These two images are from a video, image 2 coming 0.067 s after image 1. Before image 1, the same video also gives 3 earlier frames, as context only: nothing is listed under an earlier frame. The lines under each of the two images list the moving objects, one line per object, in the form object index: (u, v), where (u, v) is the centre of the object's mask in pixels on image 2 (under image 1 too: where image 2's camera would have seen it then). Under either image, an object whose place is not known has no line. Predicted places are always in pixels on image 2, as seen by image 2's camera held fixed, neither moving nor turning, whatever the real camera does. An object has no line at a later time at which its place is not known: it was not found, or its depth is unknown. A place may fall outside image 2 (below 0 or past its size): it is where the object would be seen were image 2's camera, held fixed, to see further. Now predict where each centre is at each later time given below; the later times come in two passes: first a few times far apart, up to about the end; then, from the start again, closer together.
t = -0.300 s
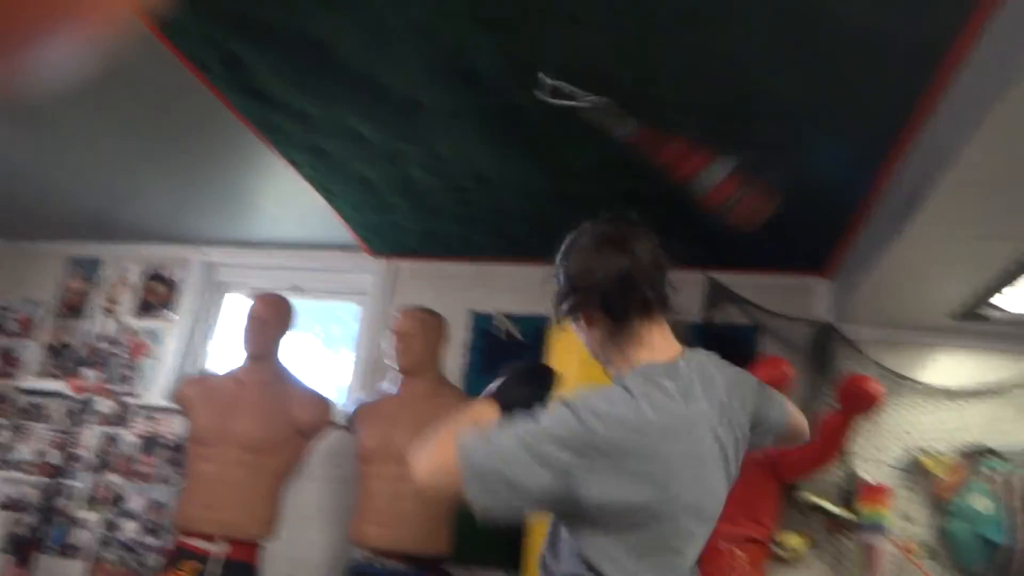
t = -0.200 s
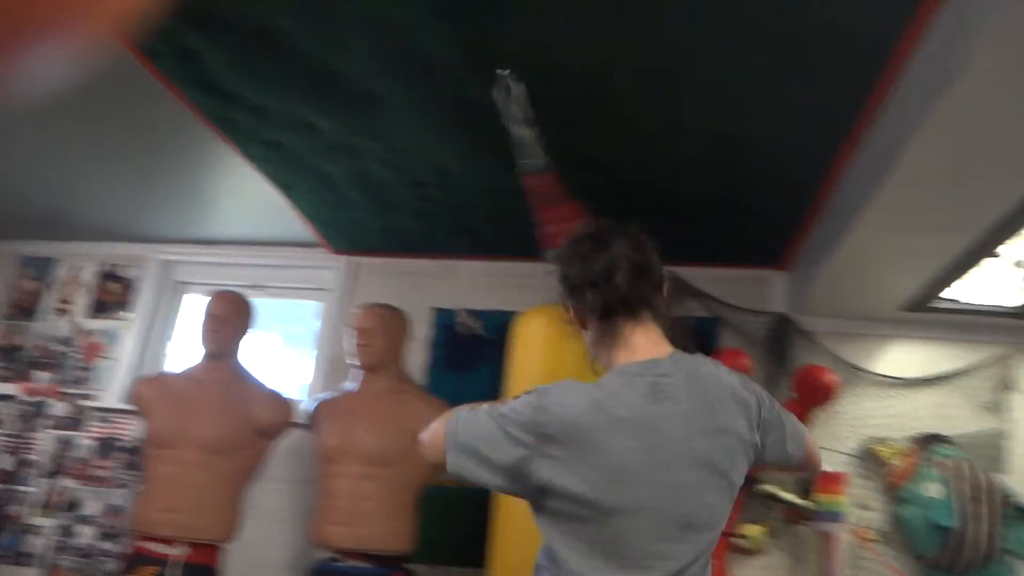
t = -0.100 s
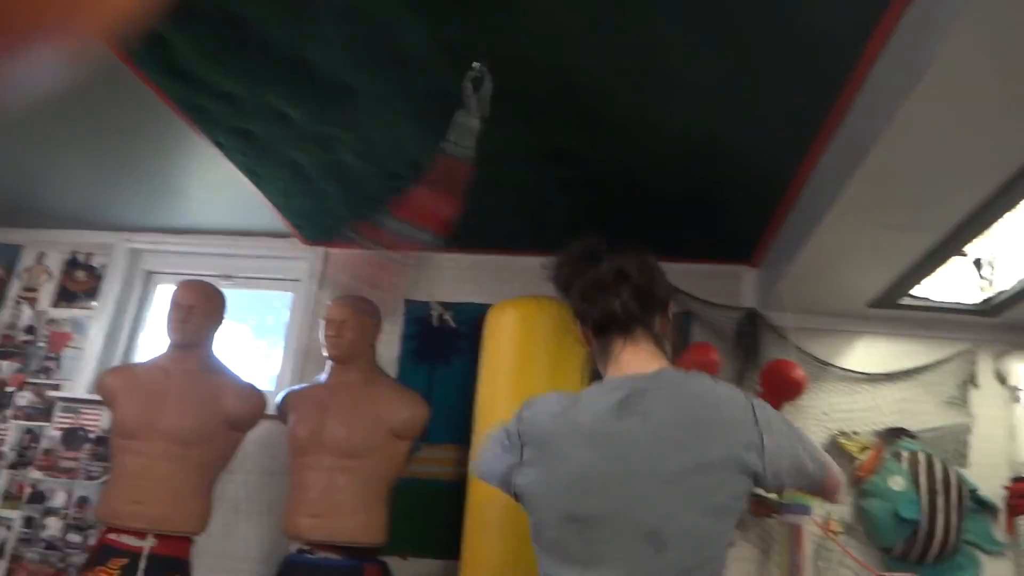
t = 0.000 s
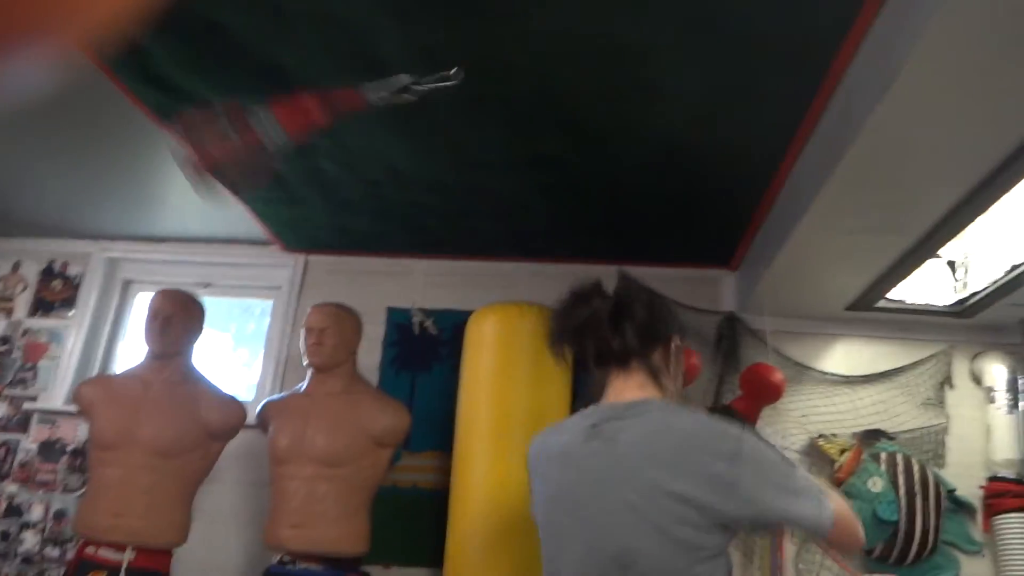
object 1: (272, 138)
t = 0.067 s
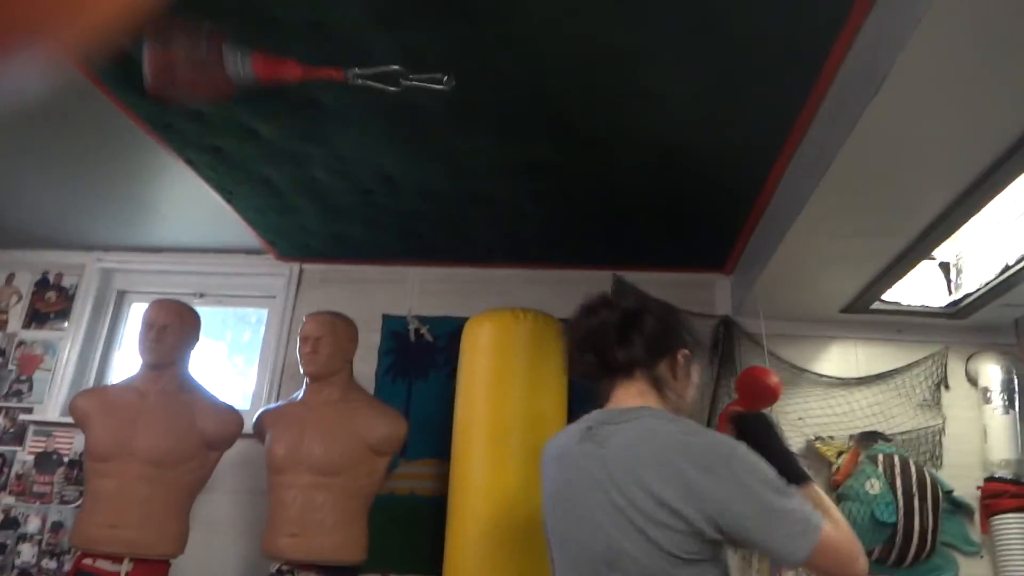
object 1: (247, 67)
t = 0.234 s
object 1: (274, 98)
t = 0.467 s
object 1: (485, 235)
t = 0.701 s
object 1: (574, 160)
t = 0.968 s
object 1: (537, 188)
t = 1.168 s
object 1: (450, 250)
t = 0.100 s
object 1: (262, 45)
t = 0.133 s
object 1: (261, 46)
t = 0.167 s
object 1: (260, 56)
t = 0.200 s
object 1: (266, 75)
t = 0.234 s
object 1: (274, 98)
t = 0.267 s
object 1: (284, 125)
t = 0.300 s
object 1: (309, 155)
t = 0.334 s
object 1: (337, 186)
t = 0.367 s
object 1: (376, 210)
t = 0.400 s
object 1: (412, 230)
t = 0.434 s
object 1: (453, 238)
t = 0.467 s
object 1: (485, 235)
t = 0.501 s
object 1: (512, 233)
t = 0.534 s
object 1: (531, 218)
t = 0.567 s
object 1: (544, 204)
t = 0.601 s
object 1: (559, 195)
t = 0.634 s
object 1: (567, 182)
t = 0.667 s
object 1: (573, 170)
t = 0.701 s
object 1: (574, 160)
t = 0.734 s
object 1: (574, 153)
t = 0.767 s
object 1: (571, 147)
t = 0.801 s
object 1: (566, 146)
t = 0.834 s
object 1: (563, 149)
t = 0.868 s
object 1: (556, 154)
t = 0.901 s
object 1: (550, 162)
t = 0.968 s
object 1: (537, 188)
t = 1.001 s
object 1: (526, 203)
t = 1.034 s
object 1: (515, 212)
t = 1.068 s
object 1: (507, 221)
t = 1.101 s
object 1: (493, 232)
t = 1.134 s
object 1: (476, 239)
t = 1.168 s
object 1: (450, 250)
